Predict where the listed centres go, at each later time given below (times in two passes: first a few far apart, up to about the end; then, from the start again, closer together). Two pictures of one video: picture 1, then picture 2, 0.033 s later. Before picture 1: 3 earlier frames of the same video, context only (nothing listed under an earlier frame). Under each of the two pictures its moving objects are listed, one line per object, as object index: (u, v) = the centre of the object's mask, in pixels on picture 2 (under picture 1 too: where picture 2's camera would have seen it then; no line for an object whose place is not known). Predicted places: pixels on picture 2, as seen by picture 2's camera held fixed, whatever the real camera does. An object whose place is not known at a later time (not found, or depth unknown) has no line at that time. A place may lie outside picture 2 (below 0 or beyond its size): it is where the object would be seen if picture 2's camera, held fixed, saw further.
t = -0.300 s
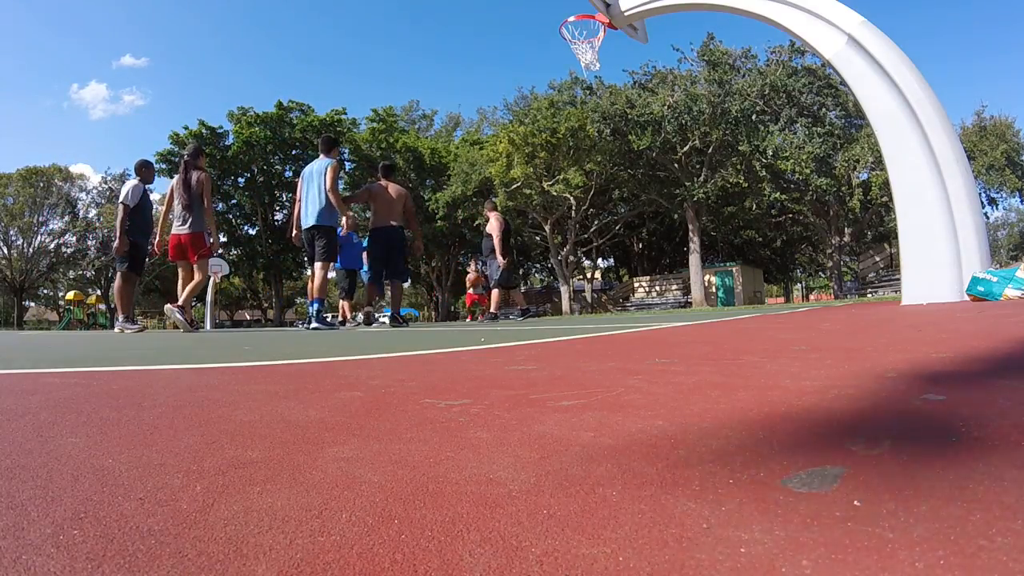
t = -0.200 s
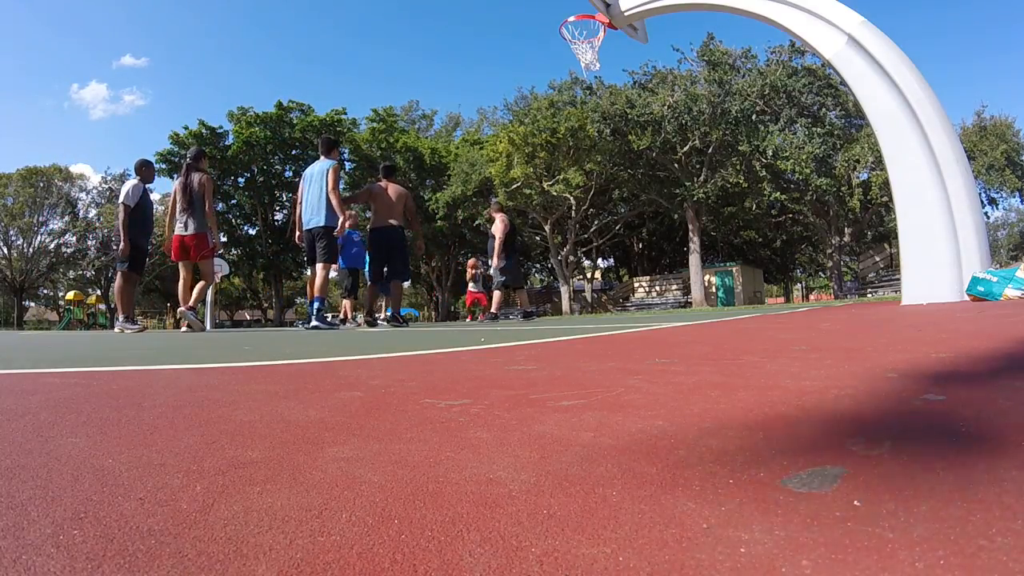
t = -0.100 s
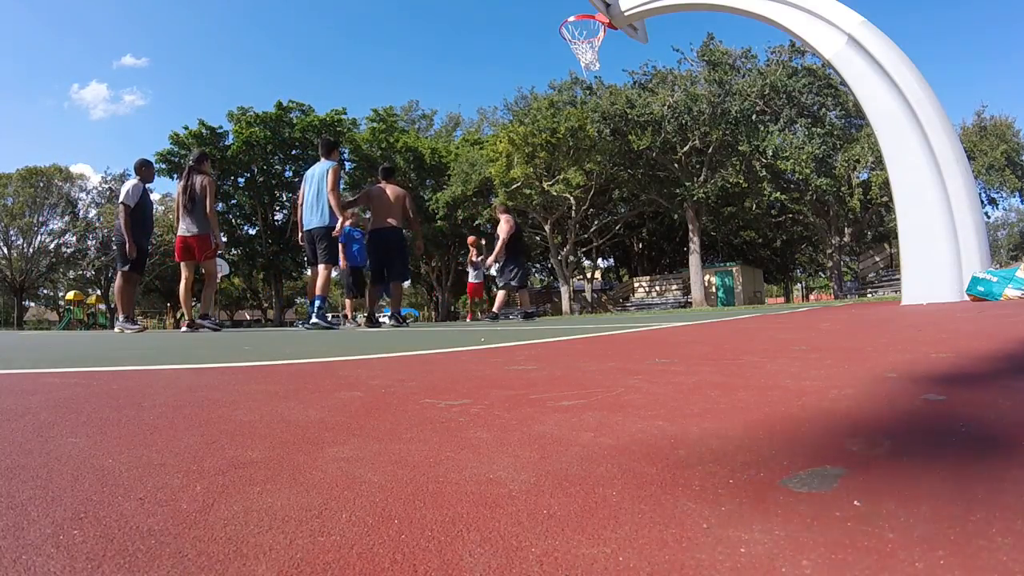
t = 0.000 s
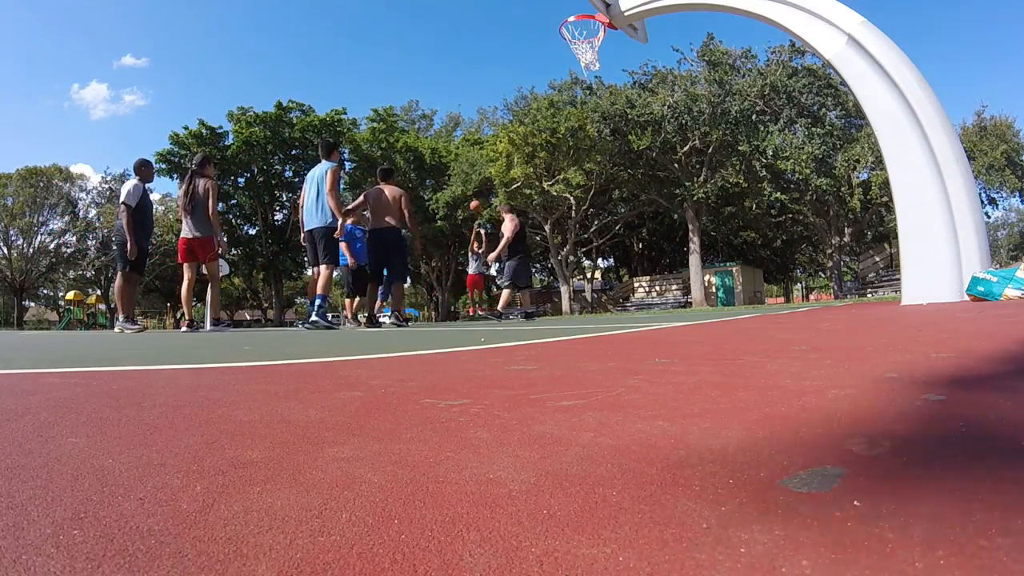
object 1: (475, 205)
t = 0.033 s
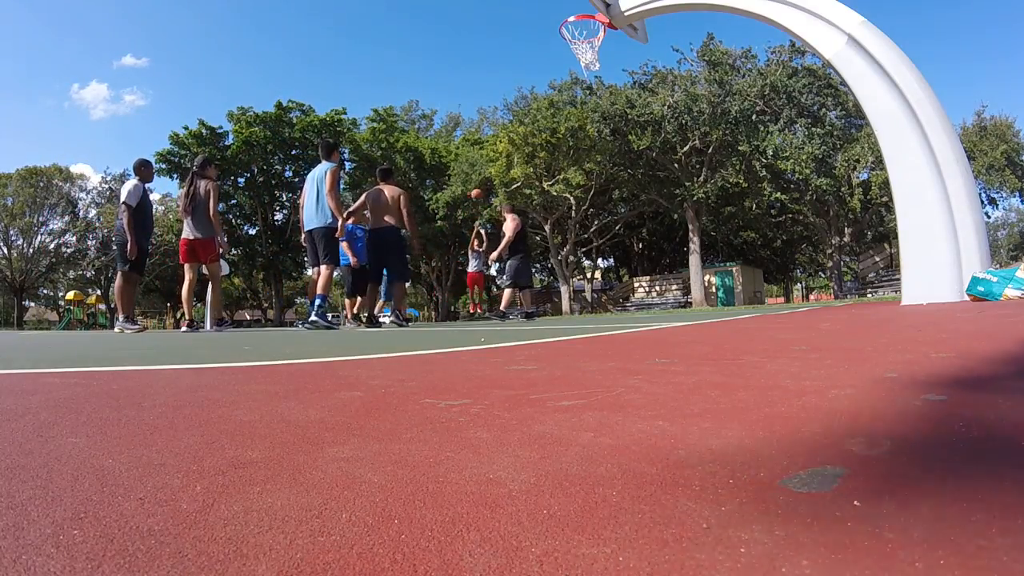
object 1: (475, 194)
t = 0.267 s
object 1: (486, 121)
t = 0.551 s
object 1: (503, 48)
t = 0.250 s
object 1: (485, 124)
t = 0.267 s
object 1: (486, 121)
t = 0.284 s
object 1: (487, 116)
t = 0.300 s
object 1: (488, 111)
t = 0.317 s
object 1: (489, 107)
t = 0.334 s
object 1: (490, 102)
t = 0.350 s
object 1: (491, 97)
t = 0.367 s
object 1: (492, 93)
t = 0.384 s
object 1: (492, 88)
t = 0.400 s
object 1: (493, 84)
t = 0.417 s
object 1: (495, 80)
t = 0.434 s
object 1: (496, 75)
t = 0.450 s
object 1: (497, 71)
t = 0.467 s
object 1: (498, 67)
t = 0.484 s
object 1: (499, 63)
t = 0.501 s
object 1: (500, 59)
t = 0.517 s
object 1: (501, 55)
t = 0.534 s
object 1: (502, 52)
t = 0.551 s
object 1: (503, 48)
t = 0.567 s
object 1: (504, 45)
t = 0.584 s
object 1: (506, 41)
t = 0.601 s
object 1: (507, 38)
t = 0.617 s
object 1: (508, 34)
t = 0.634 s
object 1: (510, 31)
